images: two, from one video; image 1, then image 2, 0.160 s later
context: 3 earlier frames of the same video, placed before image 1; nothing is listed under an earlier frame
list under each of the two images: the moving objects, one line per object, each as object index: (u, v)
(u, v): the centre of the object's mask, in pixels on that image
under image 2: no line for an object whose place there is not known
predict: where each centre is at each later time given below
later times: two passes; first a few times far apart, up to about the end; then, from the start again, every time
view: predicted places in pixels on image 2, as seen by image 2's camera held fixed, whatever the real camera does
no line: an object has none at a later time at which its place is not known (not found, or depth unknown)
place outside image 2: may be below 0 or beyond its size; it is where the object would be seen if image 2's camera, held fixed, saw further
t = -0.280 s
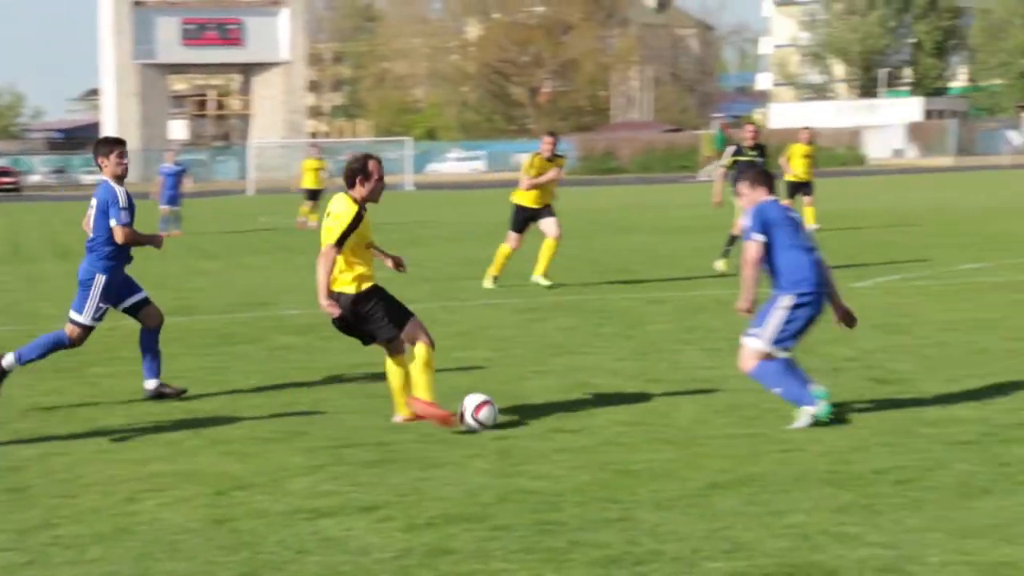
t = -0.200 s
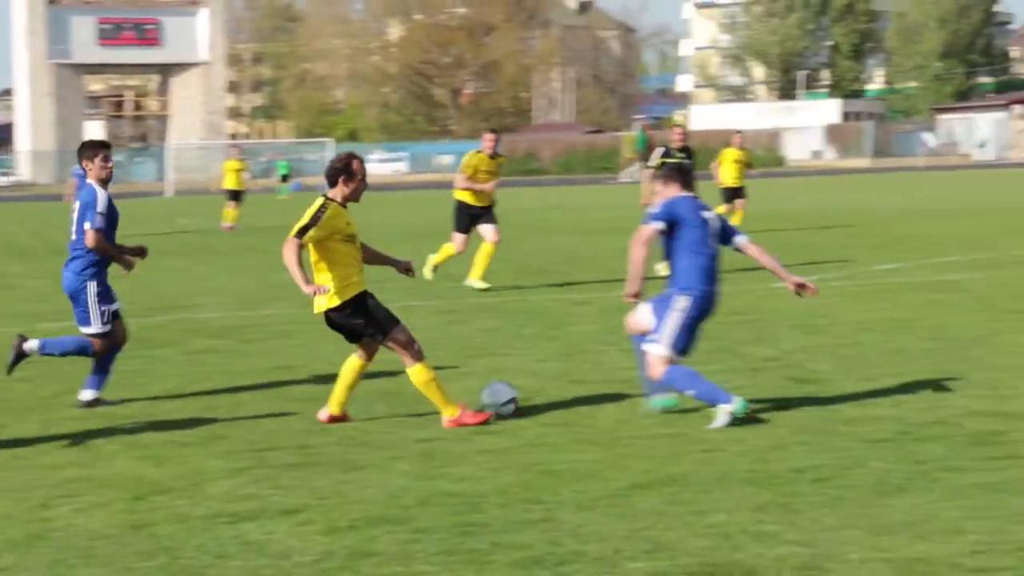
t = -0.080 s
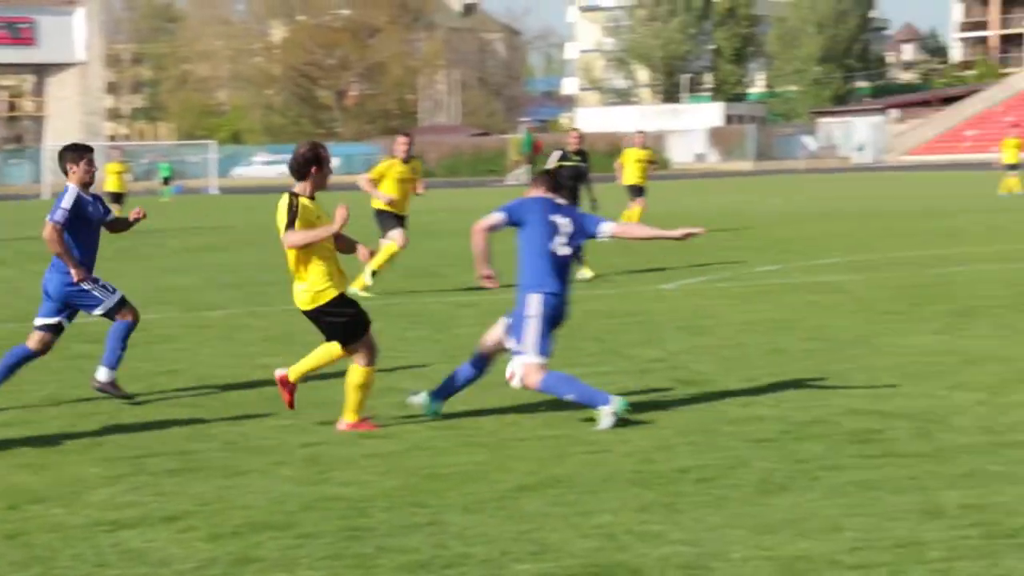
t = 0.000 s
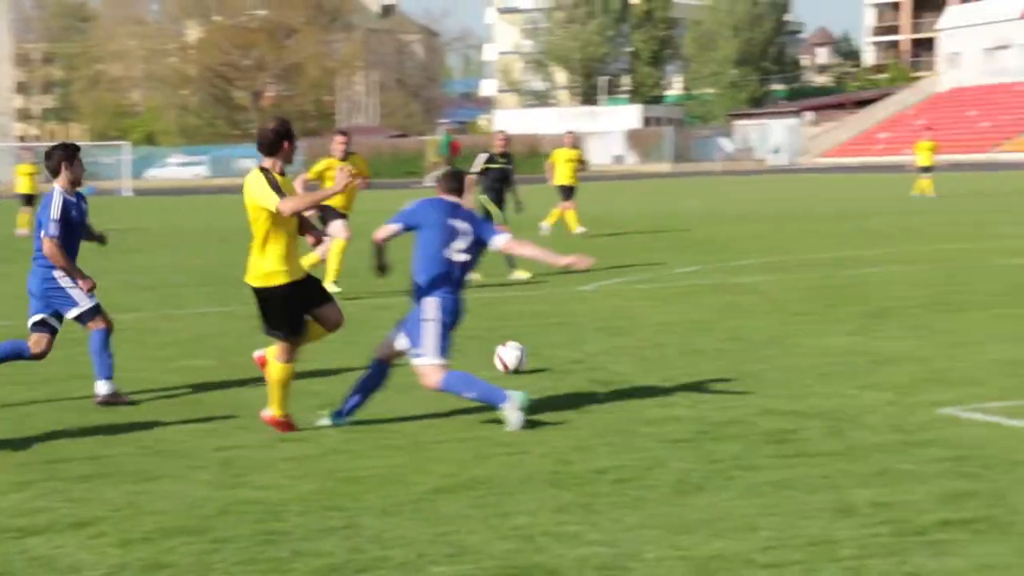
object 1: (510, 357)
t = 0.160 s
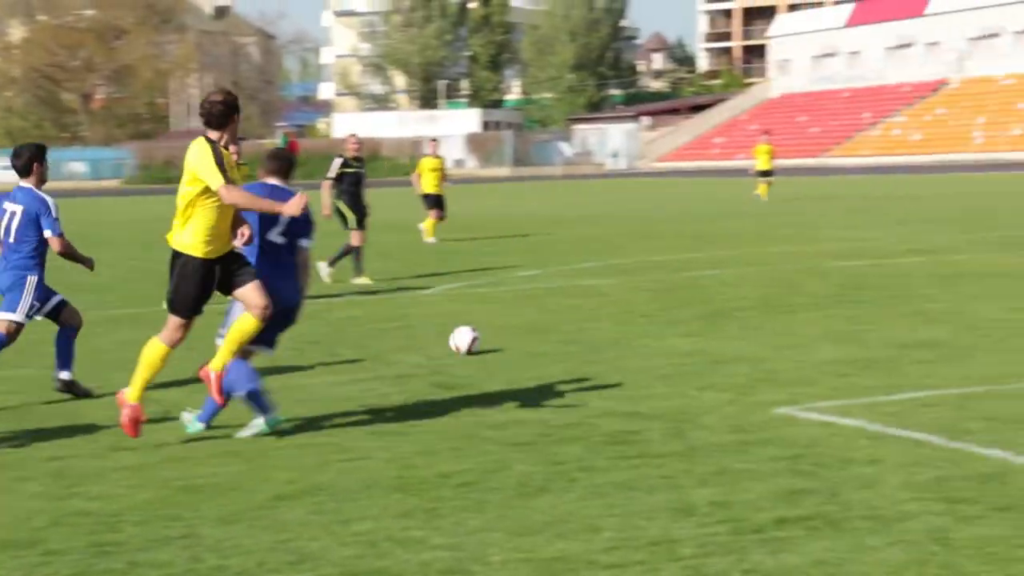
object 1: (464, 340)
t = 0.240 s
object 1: (507, 330)
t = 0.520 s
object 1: (627, 307)
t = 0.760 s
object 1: (710, 293)
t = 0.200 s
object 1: (487, 335)
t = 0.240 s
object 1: (507, 330)
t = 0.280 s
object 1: (527, 328)
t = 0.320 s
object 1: (545, 324)
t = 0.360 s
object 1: (563, 319)
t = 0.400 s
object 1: (582, 317)
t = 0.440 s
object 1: (598, 314)
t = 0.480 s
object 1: (611, 310)
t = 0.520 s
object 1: (627, 307)
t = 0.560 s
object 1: (642, 305)
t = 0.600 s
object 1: (658, 303)
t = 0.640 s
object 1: (671, 299)
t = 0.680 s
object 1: (684, 297)
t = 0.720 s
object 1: (697, 295)
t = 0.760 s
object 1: (710, 293)
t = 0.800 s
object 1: (722, 290)
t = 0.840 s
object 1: (734, 288)
